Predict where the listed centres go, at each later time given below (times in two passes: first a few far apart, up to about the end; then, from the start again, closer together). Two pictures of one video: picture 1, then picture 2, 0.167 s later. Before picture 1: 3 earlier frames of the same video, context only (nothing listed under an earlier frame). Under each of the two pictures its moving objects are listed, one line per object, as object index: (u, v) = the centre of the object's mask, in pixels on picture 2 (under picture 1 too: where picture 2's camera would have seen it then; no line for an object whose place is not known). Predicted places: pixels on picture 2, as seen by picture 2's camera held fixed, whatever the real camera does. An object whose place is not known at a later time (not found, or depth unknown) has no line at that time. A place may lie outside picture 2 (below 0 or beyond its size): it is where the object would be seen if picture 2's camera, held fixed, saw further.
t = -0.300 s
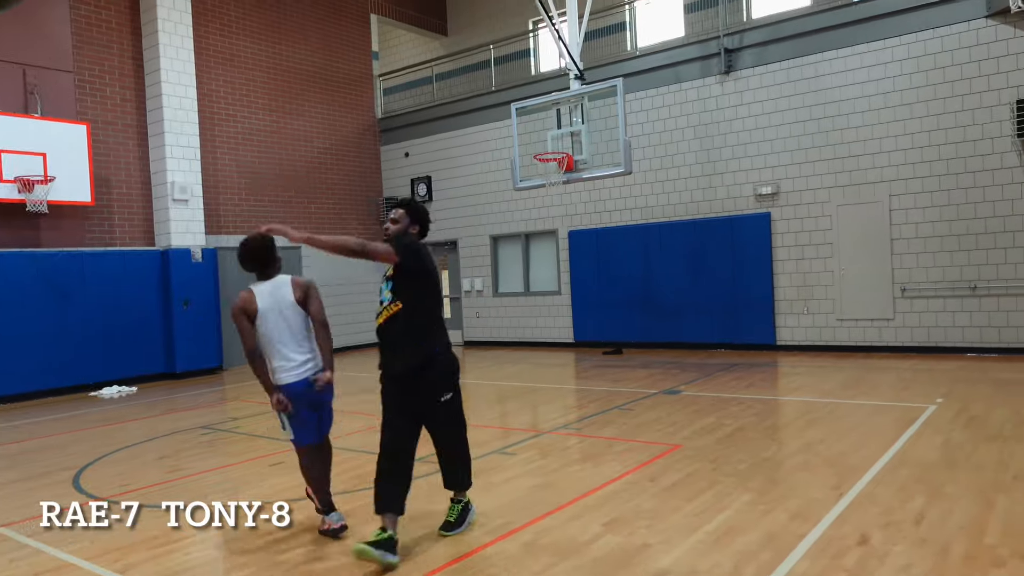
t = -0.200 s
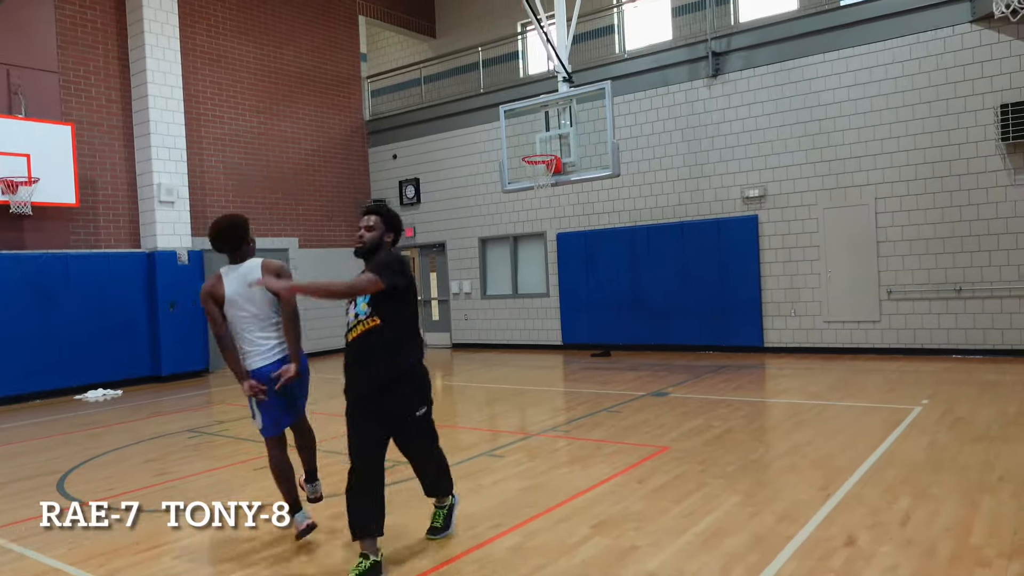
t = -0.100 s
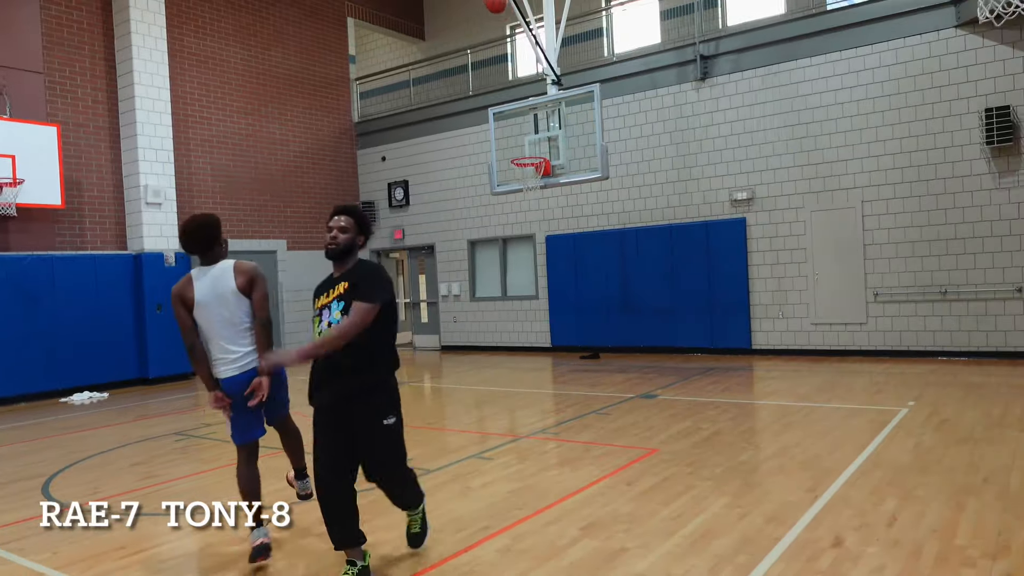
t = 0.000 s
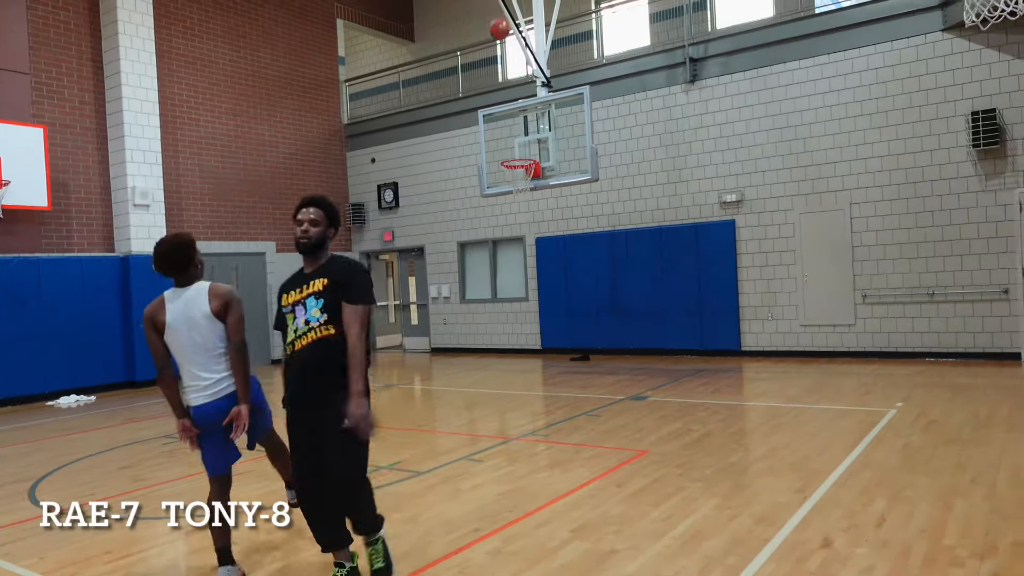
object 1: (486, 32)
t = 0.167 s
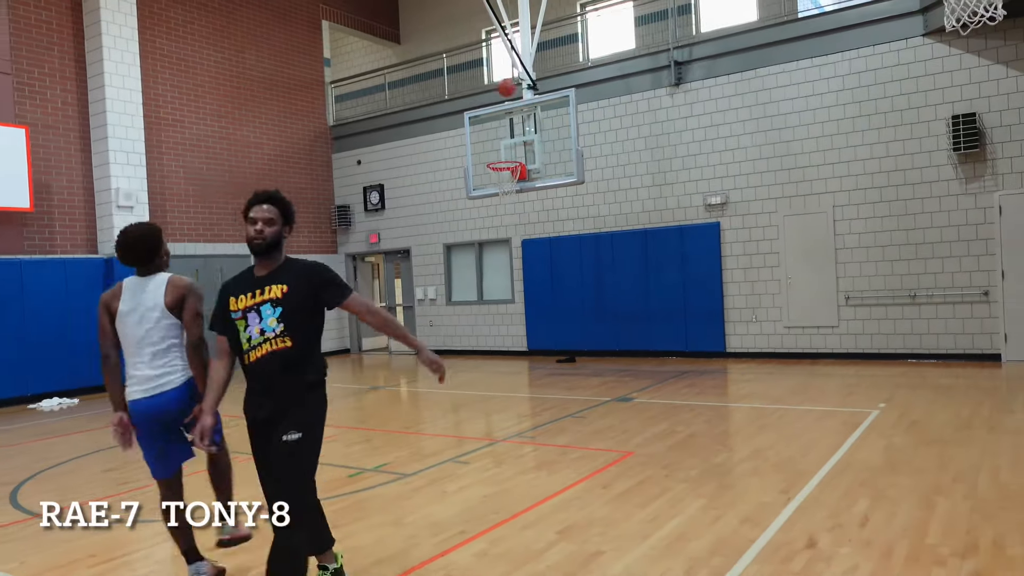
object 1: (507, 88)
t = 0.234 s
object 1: (514, 112)
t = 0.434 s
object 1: (525, 152)
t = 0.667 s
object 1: (527, 158)
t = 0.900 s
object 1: (532, 205)
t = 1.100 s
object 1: (539, 282)
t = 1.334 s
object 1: (544, 369)
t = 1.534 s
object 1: (535, 306)
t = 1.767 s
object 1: (527, 270)
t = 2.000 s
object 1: (521, 279)
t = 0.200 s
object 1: (510, 98)
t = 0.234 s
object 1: (514, 112)
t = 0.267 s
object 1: (517, 126)
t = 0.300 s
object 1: (520, 139)
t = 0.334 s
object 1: (524, 152)
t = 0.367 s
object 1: (526, 158)
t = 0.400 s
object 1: (525, 155)
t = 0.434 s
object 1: (525, 152)
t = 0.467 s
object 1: (525, 151)
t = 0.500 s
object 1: (525, 150)
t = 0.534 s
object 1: (525, 150)
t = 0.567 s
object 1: (526, 151)
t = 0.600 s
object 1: (526, 153)
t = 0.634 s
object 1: (527, 155)
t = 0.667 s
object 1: (527, 158)
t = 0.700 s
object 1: (528, 162)
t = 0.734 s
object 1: (528, 168)
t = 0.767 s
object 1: (529, 174)
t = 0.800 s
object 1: (530, 180)
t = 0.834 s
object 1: (530, 188)
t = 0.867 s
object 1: (531, 197)
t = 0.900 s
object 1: (532, 205)
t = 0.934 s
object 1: (533, 216)
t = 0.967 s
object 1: (534, 227)
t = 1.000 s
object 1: (536, 240)
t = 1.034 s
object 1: (537, 252)
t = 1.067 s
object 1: (537, 267)
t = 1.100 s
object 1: (539, 282)
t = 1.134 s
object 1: (540, 298)
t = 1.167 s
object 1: (541, 316)
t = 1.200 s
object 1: (543, 334)
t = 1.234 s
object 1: (544, 352)
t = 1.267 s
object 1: (545, 372)
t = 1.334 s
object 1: (544, 369)
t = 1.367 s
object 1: (542, 356)
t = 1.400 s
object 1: (541, 345)
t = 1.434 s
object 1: (540, 334)
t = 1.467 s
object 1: (538, 324)
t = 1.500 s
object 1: (537, 315)
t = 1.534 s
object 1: (535, 306)
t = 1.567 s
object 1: (534, 298)
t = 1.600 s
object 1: (533, 291)
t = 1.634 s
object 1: (531, 285)
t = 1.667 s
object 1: (530, 280)
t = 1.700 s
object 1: (529, 276)
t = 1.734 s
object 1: (528, 273)
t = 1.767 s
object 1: (527, 270)
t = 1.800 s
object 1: (526, 269)
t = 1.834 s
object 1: (524, 268)
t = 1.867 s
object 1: (524, 268)
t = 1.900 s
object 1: (522, 269)
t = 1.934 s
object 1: (522, 272)
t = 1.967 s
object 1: (522, 275)
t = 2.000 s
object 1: (521, 279)
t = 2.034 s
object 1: (521, 284)
